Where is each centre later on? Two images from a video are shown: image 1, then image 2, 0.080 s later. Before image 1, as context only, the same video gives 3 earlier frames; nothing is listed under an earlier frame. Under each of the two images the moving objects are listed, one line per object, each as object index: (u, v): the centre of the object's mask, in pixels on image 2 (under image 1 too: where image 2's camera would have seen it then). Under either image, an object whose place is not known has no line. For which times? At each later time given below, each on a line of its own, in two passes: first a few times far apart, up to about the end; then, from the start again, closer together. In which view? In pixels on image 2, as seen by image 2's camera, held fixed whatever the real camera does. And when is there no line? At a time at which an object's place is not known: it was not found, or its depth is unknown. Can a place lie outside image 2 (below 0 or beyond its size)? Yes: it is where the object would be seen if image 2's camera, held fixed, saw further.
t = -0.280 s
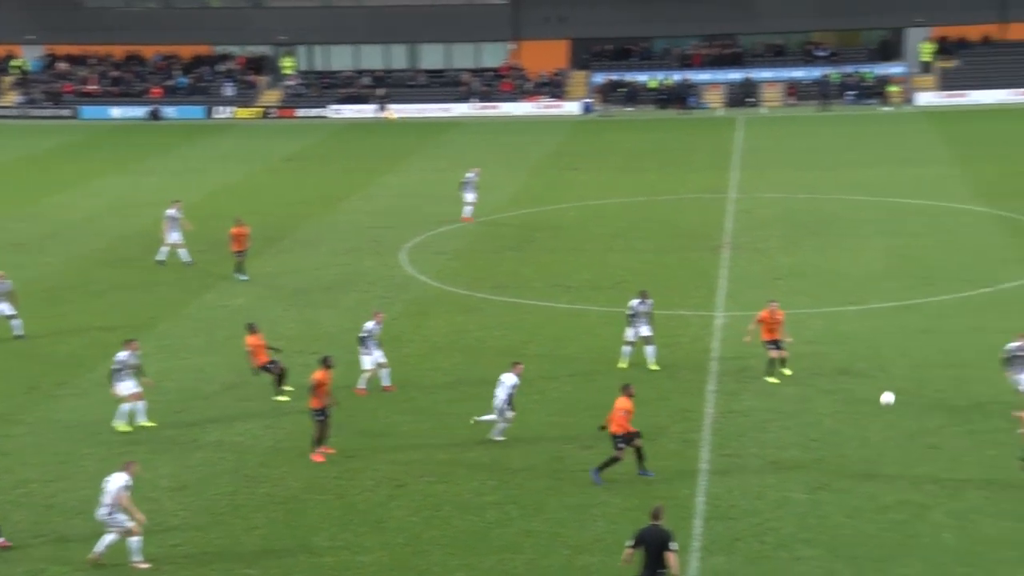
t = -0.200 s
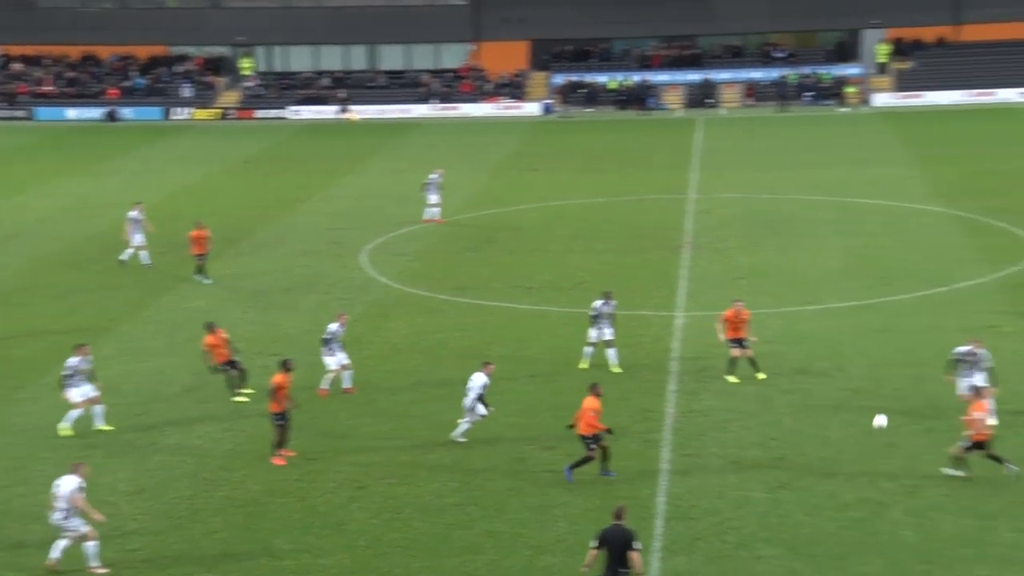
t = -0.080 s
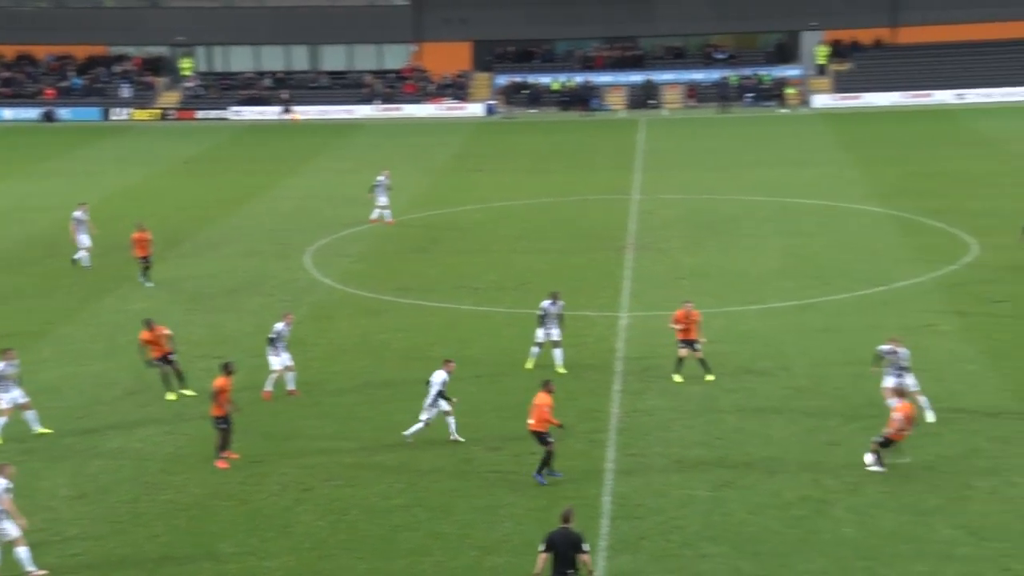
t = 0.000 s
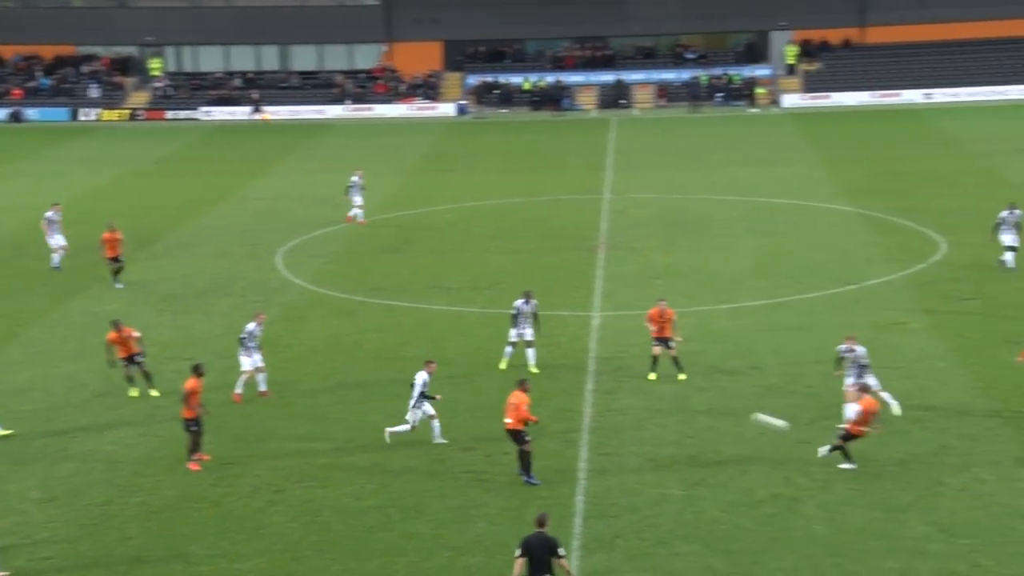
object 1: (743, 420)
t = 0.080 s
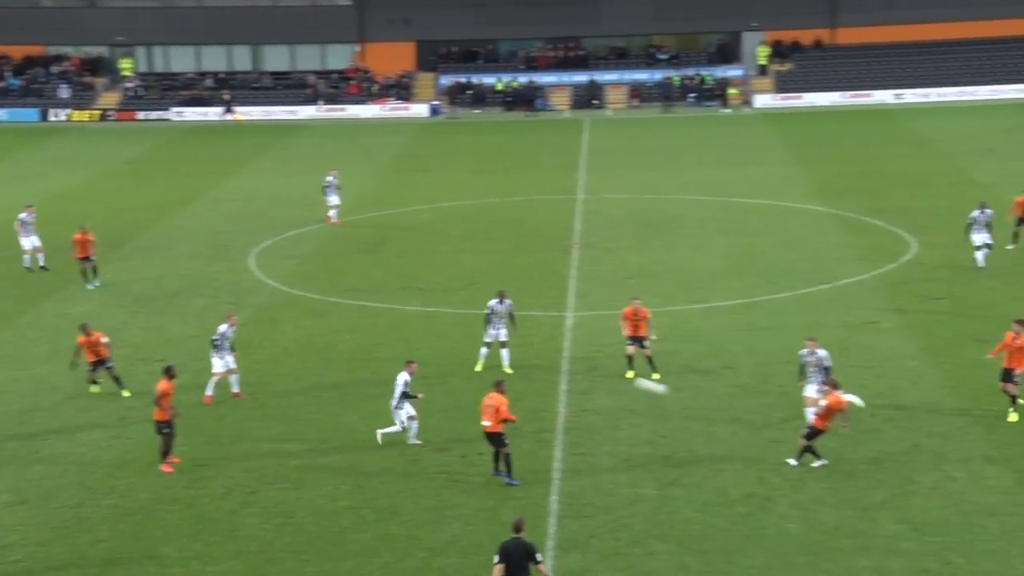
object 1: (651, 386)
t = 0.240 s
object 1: (476, 325)
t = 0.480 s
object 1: (236, 259)
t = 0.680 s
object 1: (43, 224)
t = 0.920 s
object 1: (-192, 203)
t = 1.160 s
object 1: (-430, 206)
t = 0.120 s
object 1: (608, 369)
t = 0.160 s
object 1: (563, 354)
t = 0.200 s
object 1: (523, 340)
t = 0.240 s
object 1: (476, 325)
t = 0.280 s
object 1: (438, 313)
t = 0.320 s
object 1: (396, 300)
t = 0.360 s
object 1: (356, 289)
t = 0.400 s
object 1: (317, 279)
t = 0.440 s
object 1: (277, 269)
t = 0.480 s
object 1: (236, 259)
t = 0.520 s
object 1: (197, 251)
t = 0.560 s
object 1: (159, 243)
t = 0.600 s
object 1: (119, 236)
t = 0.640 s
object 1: (81, 229)
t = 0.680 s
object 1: (43, 224)
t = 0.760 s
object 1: (-35, 215)
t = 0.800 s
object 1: (-75, 211)
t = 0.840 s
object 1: (-114, 207)
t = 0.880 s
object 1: (-153, 205)
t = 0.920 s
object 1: (-192, 203)
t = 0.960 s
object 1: (-231, 202)
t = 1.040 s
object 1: (-310, 202)
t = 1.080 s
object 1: (-350, 202)
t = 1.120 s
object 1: (-389, 205)
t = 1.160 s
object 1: (-430, 206)
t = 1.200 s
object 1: (-472, 210)
